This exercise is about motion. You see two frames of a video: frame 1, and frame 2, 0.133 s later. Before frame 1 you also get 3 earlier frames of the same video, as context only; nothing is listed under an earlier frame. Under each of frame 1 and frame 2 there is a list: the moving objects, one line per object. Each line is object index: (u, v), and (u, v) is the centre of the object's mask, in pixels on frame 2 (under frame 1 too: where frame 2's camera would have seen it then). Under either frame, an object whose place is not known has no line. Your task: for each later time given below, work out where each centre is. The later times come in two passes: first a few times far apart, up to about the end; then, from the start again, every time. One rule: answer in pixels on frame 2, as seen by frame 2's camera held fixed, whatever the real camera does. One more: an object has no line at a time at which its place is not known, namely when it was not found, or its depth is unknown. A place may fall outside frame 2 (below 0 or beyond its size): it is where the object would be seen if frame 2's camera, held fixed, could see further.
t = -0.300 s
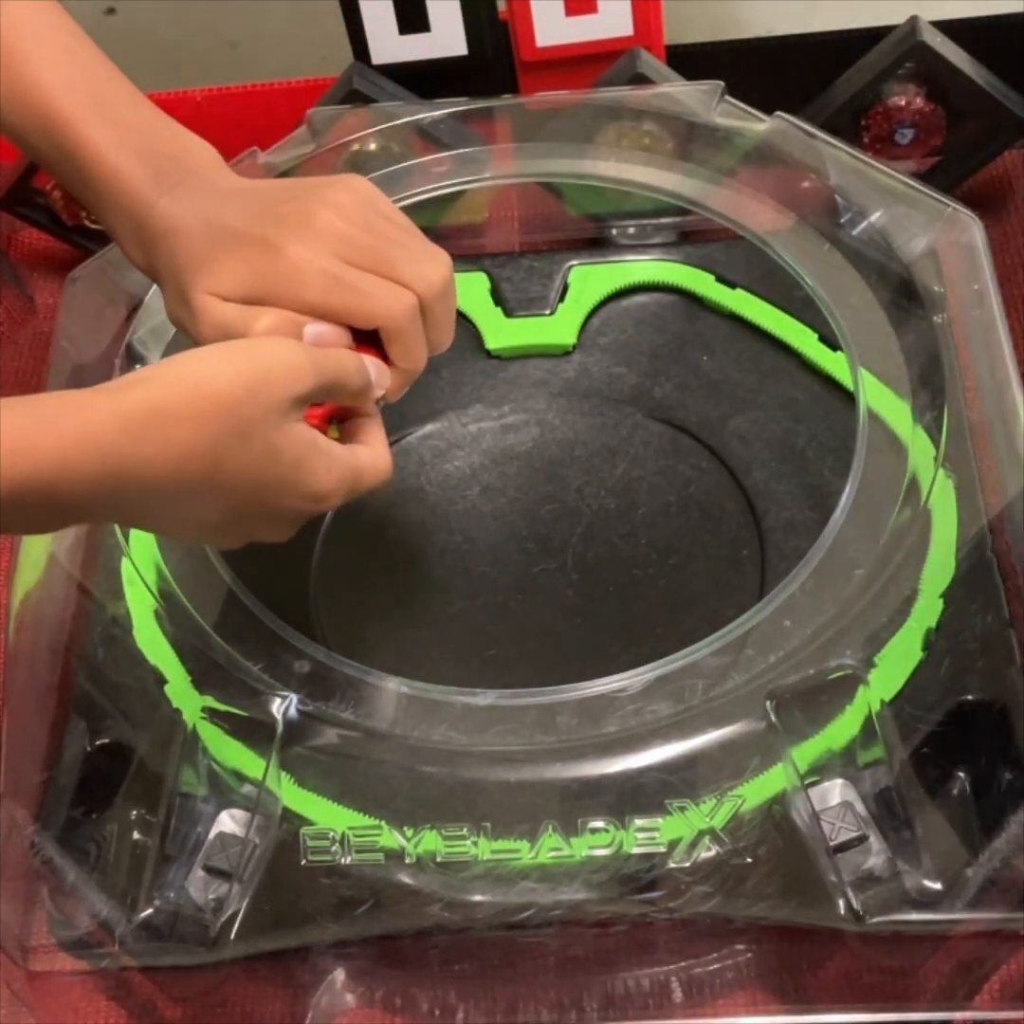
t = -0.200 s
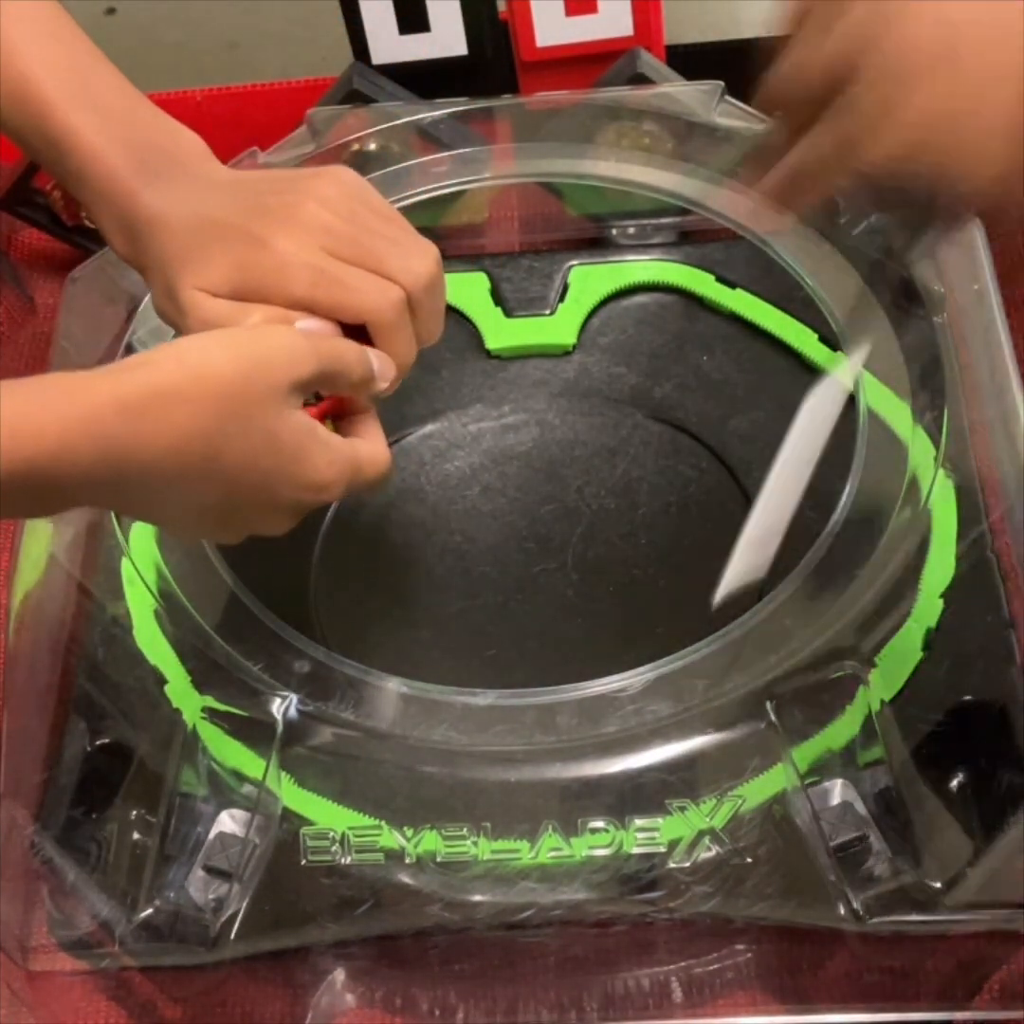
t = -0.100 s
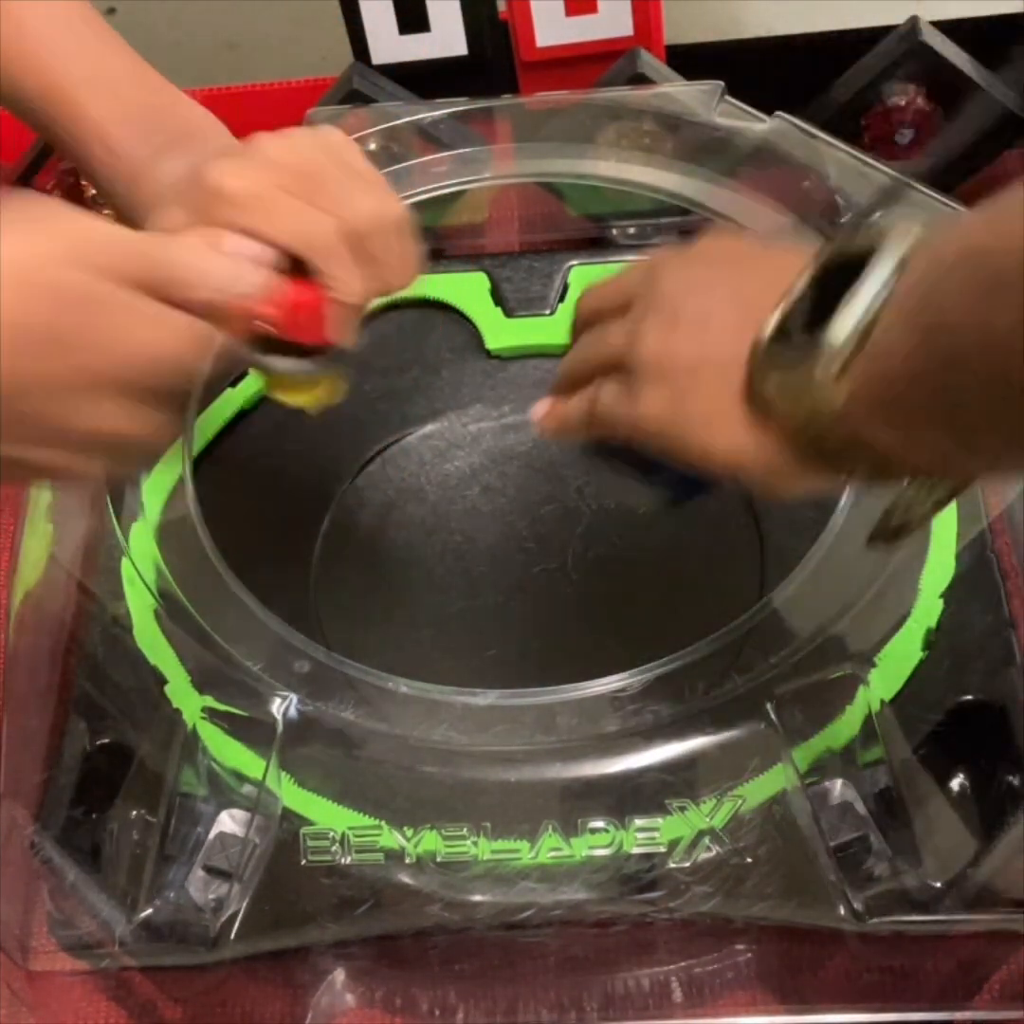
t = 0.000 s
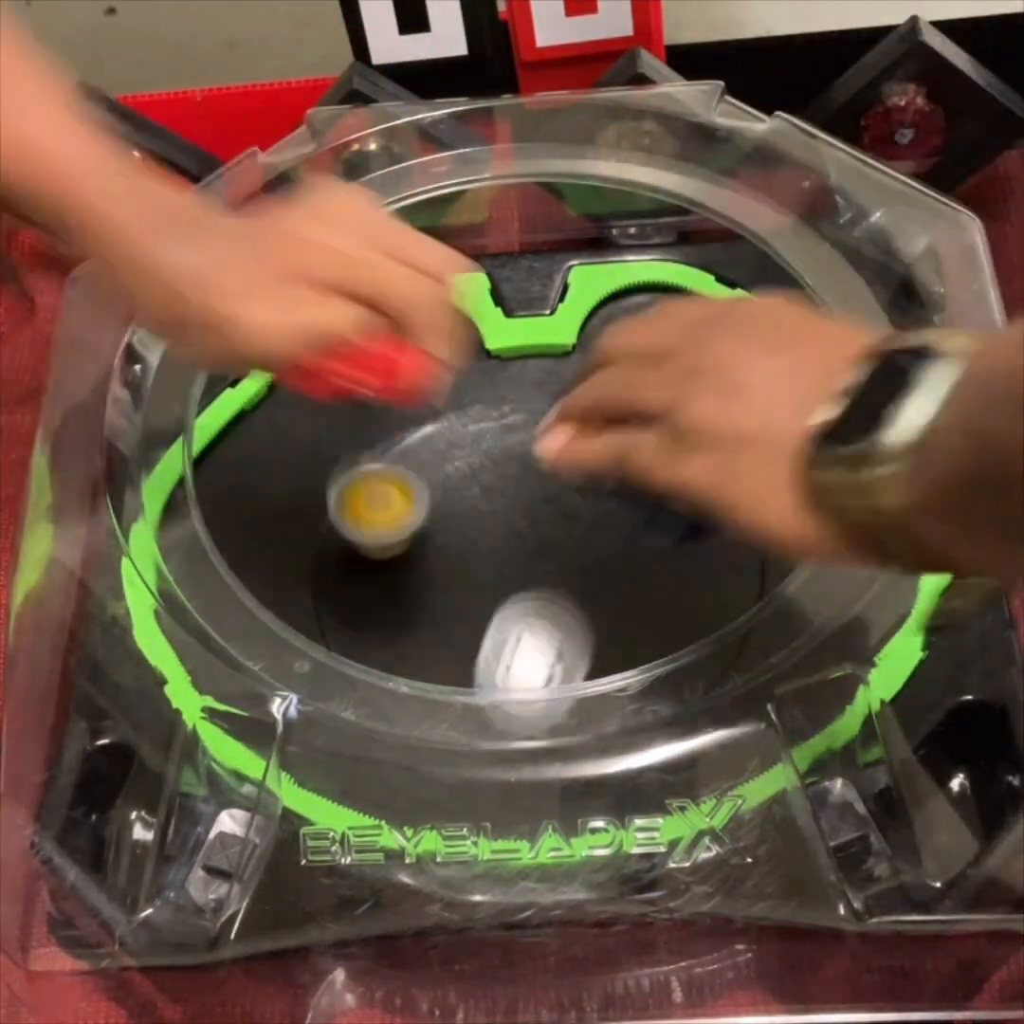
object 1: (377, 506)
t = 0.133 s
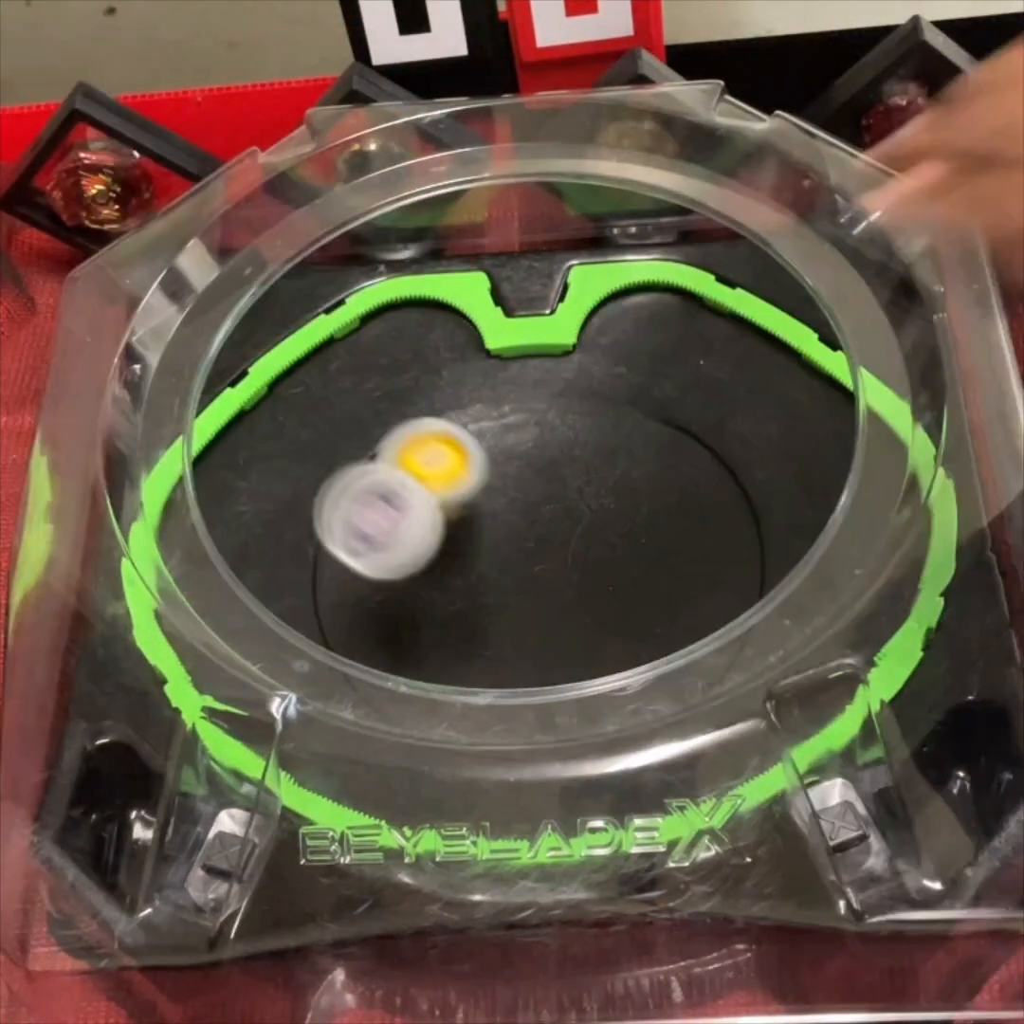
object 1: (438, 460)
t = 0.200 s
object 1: (472, 489)
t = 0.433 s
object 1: (532, 512)
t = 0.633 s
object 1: (491, 507)
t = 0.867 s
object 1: (763, 462)
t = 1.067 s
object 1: (780, 326)
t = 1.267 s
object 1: (494, 413)
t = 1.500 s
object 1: (389, 735)
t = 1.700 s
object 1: (653, 762)
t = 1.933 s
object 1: (911, 492)
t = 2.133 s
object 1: (714, 287)
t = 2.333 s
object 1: (572, 337)
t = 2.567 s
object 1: (481, 541)
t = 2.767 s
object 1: (551, 650)
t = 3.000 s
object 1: (689, 633)
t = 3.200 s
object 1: (694, 562)
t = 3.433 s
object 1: (578, 516)
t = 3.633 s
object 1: (482, 565)
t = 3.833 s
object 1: (526, 669)
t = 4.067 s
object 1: (592, 623)
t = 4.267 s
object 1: (563, 562)
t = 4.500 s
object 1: (483, 556)
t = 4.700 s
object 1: (512, 608)
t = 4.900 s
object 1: (600, 551)
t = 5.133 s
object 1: (558, 453)
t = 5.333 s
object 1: (476, 445)
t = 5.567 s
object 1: (408, 552)
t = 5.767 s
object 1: (498, 598)
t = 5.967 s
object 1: (571, 555)
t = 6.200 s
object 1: (540, 502)
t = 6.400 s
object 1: (510, 508)
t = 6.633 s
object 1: (521, 539)
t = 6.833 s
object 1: (535, 538)
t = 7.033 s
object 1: (536, 529)
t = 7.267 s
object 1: (470, 553)
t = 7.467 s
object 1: (458, 602)
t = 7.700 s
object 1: (517, 620)
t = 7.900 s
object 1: (553, 592)
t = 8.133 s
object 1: (553, 541)
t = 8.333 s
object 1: (516, 510)
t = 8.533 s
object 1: (482, 505)
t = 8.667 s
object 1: (377, 489)
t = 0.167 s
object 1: (454, 486)
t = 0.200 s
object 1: (472, 489)
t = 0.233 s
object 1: (491, 492)
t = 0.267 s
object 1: (506, 495)
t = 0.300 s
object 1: (518, 499)
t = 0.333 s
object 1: (527, 503)
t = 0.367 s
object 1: (533, 506)
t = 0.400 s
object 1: (534, 509)
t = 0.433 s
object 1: (532, 512)
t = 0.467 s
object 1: (525, 514)
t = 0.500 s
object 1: (518, 514)
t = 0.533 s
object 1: (510, 514)
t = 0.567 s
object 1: (502, 513)
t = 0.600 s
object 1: (495, 510)
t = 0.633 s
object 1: (491, 507)
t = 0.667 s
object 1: (487, 505)
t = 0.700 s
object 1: (485, 503)
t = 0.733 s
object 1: (484, 503)
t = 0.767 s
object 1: (534, 500)
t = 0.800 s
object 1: (628, 490)
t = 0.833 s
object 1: (701, 477)
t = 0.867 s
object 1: (763, 462)
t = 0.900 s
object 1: (810, 448)
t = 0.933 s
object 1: (858, 446)
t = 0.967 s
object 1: (902, 435)
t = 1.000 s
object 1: (881, 395)
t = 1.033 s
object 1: (833, 352)
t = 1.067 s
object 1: (780, 326)
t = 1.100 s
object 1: (736, 310)
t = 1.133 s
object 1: (697, 279)
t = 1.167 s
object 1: (649, 264)
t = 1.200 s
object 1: (585, 292)
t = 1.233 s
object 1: (539, 346)
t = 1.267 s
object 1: (494, 413)
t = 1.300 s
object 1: (451, 473)
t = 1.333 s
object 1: (415, 533)
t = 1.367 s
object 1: (387, 583)
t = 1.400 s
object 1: (369, 626)
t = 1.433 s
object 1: (361, 670)
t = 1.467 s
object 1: (372, 699)
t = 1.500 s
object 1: (389, 735)
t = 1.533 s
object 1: (416, 760)
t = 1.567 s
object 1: (449, 780)
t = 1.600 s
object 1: (495, 786)
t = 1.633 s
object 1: (542, 782)
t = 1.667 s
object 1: (598, 772)
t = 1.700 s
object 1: (653, 762)
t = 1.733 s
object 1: (708, 745)
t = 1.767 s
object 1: (762, 722)
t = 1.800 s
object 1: (810, 689)
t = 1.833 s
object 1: (855, 643)
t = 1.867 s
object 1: (886, 593)
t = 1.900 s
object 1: (908, 543)
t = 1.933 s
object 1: (911, 492)
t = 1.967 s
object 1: (903, 445)
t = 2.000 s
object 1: (871, 399)
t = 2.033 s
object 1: (830, 363)
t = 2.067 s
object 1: (788, 332)
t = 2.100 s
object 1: (751, 307)
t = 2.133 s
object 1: (714, 287)
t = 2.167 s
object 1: (683, 272)
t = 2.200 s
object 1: (654, 260)
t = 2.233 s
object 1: (623, 267)
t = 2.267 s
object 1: (595, 280)
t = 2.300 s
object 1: (583, 308)
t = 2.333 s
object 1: (572, 337)
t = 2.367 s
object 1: (560, 369)
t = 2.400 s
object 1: (545, 398)
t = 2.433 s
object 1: (528, 429)
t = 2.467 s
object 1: (511, 459)
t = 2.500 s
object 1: (497, 487)
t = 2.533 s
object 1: (486, 515)
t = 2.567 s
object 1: (481, 541)
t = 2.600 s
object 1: (481, 567)
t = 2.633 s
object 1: (486, 590)
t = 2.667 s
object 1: (497, 610)
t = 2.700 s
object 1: (512, 628)
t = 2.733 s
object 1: (530, 640)
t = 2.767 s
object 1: (551, 650)
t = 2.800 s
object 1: (573, 655)
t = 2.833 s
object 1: (598, 661)
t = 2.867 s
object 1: (621, 662)
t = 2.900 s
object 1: (643, 657)
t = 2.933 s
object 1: (663, 650)
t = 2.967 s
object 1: (678, 642)
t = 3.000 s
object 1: (689, 633)
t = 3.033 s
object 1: (698, 622)
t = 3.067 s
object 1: (704, 611)
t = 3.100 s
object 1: (706, 596)
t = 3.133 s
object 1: (706, 585)
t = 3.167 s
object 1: (702, 575)
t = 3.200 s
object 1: (694, 562)
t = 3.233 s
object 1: (683, 549)
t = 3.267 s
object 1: (669, 539)
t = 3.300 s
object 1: (653, 530)
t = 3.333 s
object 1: (635, 523)
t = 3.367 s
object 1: (616, 518)
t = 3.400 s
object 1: (597, 516)
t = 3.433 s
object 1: (578, 516)
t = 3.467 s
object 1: (558, 519)
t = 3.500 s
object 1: (538, 524)
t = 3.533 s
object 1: (520, 531)
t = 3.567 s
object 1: (504, 540)
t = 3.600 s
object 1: (491, 550)
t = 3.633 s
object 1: (482, 565)
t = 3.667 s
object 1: (486, 596)
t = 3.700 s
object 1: (490, 623)
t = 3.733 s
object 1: (496, 640)
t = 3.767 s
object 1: (503, 655)
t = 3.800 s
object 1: (514, 665)
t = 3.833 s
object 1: (526, 669)
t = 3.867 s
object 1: (539, 670)
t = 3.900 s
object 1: (552, 666)
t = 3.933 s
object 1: (564, 662)
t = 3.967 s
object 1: (573, 651)
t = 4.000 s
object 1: (582, 639)
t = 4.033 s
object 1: (588, 631)
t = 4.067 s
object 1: (592, 623)
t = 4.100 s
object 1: (593, 612)
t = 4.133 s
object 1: (591, 600)
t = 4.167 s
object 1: (587, 590)
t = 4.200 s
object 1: (581, 580)
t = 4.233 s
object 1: (573, 570)
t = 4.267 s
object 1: (563, 562)
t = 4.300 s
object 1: (551, 556)
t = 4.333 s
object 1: (538, 552)
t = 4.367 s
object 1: (524, 549)
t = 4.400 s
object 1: (512, 549)
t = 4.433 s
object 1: (501, 551)
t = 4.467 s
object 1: (492, 553)
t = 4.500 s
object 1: (483, 556)
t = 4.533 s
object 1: (482, 568)
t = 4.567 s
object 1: (485, 582)
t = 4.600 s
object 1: (486, 592)
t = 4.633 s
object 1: (488, 598)
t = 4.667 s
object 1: (498, 603)
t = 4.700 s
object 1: (512, 608)
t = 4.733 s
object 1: (526, 609)
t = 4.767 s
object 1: (537, 606)
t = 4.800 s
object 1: (547, 601)
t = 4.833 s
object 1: (566, 587)
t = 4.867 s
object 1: (586, 568)
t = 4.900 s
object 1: (600, 551)
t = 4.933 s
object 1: (608, 534)
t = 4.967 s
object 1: (609, 517)
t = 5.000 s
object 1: (605, 500)
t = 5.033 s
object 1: (597, 486)
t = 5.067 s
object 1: (586, 473)
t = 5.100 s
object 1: (572, 462)
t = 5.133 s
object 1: (558, 453)
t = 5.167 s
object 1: (543, 447)
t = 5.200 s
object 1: (528, 442)
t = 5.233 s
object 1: (514, 440)
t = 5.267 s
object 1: (500, 440)
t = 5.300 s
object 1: (487, 442)
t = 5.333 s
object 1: (476, 445)
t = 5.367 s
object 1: (465, 450)
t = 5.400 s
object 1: (449, 463)
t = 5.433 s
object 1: (429, 483)
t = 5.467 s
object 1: (415, 504)
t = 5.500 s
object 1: (407, 522)
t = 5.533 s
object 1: (405, 537)
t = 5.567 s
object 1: (408, 552)
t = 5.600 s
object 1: (417, 565)
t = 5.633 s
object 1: (430, 576)
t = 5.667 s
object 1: (445, 586)
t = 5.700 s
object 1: (462, 592)
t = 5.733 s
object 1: (480, 596)
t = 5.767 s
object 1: (498, 598)
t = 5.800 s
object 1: (516, 596)
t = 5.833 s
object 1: (532, 592)
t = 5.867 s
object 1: (546, 585)
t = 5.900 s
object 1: (558, 576)
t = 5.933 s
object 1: (566, 566)
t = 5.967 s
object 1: (571, 555)
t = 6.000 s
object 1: (573, 545)
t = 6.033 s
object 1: (571, 535)
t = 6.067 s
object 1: (567, 526)
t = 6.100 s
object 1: (562, 518)
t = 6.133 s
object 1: (555, 512)
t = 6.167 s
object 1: (548, 507)
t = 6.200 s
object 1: (540, 502)
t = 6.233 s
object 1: (534, 500)
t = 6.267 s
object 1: (528, 499)
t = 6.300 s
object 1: (522, 500)
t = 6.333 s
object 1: (517, 502)
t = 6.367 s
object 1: (513, 504)
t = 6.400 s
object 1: (510, 508)
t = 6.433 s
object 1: (508, 512)
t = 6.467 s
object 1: (507, 518)
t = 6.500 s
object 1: (507, 523)
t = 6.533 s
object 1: (509, 528)
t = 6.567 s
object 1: (512, 533)
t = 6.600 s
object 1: (516, 537)
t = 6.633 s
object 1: (521, 539)
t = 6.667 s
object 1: (525, 541)
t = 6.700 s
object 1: (529, 541)
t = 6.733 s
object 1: (532, 541)
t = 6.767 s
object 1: (534, 541)
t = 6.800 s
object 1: (535, 540)
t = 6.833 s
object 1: (535, 538)
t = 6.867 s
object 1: (536, 537)
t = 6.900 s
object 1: (536, 535)
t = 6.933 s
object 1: (536, 533)
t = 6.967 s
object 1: (536, 532)
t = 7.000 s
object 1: (535, 530)
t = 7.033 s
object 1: (536, 529)
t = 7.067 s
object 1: (536, 529)
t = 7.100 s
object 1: (536, 528)
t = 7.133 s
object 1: (536, 528)
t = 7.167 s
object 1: (536, 528)
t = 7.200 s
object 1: (519, 534)
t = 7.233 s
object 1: (492, 544)
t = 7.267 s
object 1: (470, 553)
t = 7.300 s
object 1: (456, 559)
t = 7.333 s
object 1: (448, 568)
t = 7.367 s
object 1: (446, 577)
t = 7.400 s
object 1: (448, 586)
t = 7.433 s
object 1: (452, 595)
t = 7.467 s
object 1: (458, 602)
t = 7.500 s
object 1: (465, 609)
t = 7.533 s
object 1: (473, 614)
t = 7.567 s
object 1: (482, 618)
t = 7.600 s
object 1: (491, 621)
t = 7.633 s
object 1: (500, 622)
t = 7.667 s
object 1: (509, 621)
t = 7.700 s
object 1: (517, 620)
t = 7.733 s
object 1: (525, 617)
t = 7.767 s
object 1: (532, 614)
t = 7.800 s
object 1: (538, 610)
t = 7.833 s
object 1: (543, 605)
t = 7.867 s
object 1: (549, 599)
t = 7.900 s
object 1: (553, 592)
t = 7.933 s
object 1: (556, 585)
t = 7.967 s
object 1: (559, 578)
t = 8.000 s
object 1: (560, 570)
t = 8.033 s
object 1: (561, 562)
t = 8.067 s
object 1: (559, 555)
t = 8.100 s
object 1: (557, 548)
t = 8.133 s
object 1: (553, 541)
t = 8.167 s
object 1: (549, 534)
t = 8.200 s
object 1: (543, 527)
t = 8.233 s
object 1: (537, 522)
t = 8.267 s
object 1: (530, 517)
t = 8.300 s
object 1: (523, 513)
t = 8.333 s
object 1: (516, 510)
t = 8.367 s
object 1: (510, 507)
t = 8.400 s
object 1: (503, 505)
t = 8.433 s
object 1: (497, 504)
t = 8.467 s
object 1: (492, 503)
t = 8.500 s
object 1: (486, 504)
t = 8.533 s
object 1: (482, 505)
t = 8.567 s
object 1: (478, 506)
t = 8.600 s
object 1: (452, 503)
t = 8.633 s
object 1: (410, 494)
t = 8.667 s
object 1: (377, 489)
